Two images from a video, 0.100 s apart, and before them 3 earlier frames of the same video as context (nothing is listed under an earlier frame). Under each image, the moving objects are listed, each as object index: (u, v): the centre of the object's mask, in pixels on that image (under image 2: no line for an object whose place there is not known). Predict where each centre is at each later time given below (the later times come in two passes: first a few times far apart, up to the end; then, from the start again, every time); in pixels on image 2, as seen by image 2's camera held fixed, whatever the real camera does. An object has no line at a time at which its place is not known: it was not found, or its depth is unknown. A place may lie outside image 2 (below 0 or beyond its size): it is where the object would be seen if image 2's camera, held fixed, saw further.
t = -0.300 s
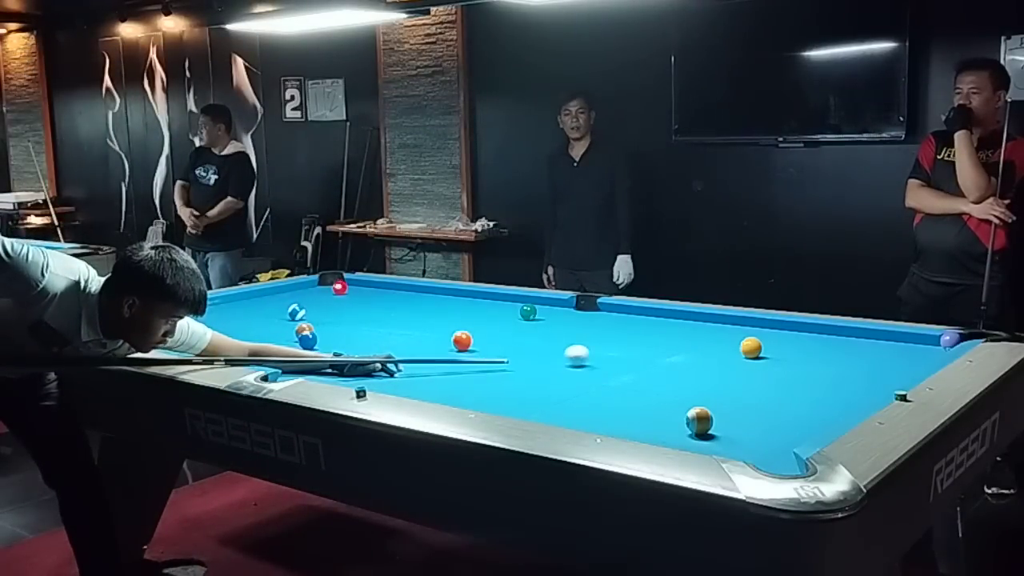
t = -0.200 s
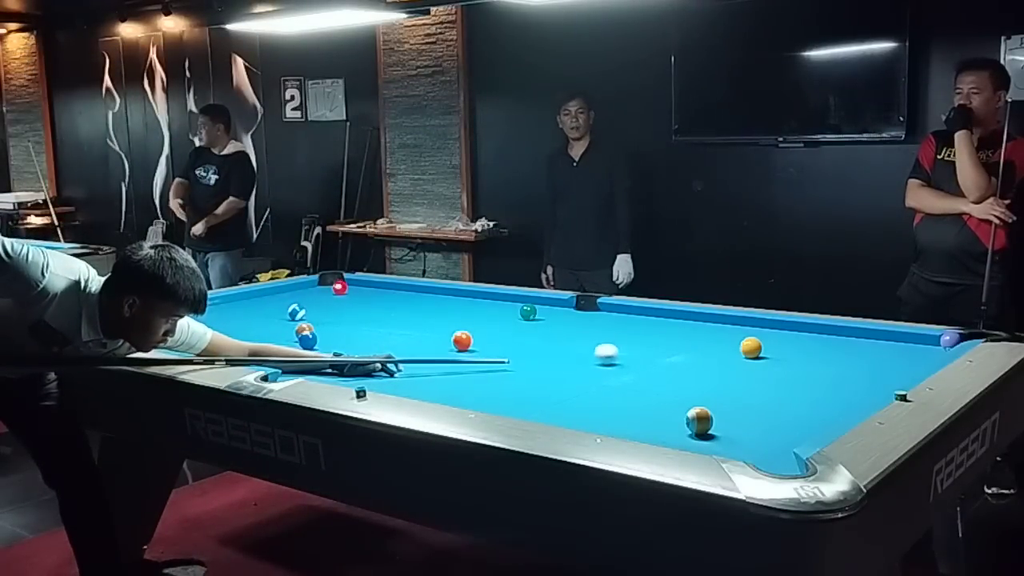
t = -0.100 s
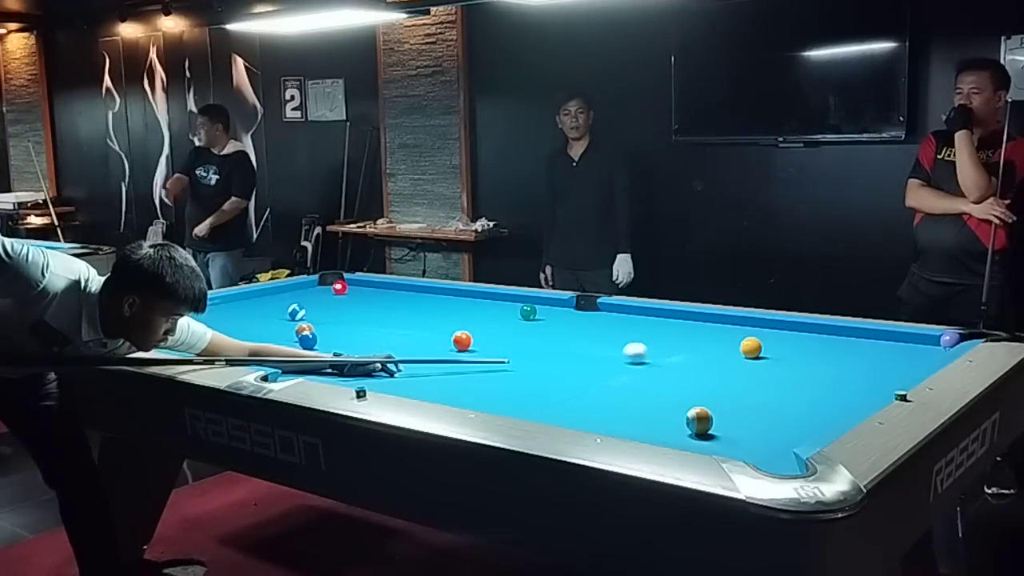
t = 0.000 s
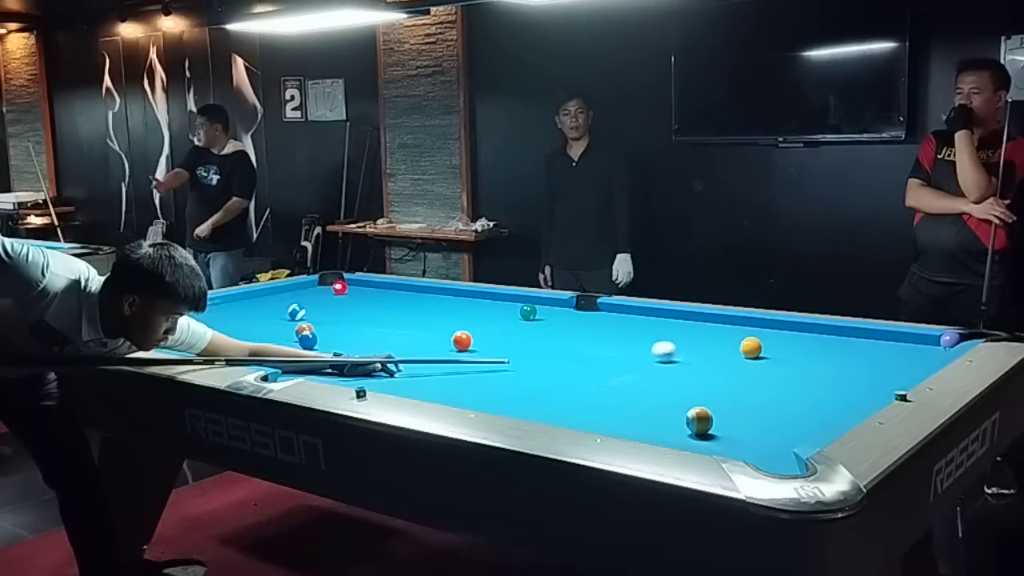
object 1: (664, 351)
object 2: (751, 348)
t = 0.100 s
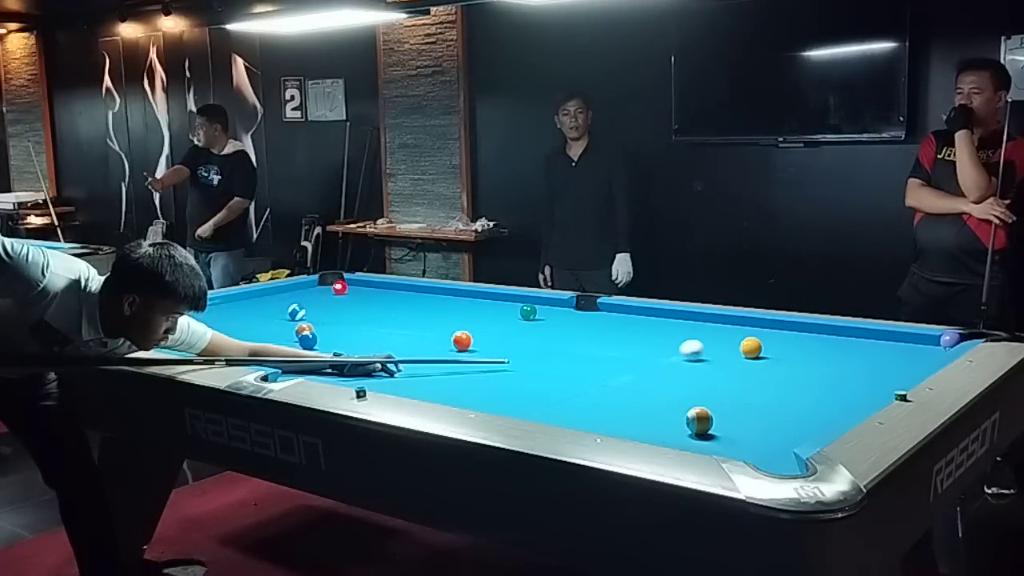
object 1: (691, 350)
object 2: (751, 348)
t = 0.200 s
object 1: (719, 348)
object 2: (751, 348)
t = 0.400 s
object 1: (736, 348)
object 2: (782, 346)
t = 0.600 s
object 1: (746, 347)
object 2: (814, 345)
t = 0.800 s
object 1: (754, 345)
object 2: (846, 344)
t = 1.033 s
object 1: (762, 344)
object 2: (880, 343)
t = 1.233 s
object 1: (767, 344)
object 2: (909, 342)
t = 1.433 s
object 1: (772, 343)
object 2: (931, 341)
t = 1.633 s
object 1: (776, 343)
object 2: (934, 341)
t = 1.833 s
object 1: (779, 342)
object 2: (936, 340)
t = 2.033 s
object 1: (780, 343)
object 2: (939, 340)
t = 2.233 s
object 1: (781, 343)
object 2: (939, 340)
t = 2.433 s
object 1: (781, 343)
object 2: (940, 340)
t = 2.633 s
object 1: (781, 343)
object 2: (940, 340)
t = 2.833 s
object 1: (781, 343)
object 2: (940, 340)
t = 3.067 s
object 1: (780, 343)
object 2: (940, 340)
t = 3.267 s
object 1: (781, 343)
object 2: (940, 340)
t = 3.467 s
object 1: (781, 343)
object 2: (940, 340)
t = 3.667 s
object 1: (781, 343)
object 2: (940, 340)
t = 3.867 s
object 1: (781, 343)
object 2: (940, 340)
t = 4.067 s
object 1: (780, 343)
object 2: (940, 340)
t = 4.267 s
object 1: (780, 343)
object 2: (940, 340)
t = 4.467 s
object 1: (781, 343)
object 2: (940, 340)
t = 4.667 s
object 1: (780, 343)
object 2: (940, 340)
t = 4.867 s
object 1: (781, 343)
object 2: (940, 340)
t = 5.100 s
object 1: (780, 343)
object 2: (940, 340)
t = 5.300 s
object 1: (780, 343)
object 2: (940, 340)
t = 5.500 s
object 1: (780, 343)
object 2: (940, 340)
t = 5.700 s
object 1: (780, 343)
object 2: (940, 340)
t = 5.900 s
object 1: (780, 343)
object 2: (940, 340)
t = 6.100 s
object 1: (781, 343)
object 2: (940, 340)
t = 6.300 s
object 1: (781, 343)
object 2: (940, 340)
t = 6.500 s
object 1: (780, 343)
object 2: (940, 340)
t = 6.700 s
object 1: (780, 343)
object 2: (940, 340)
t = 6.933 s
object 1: (781, 343)
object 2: (940, 340)
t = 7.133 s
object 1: (781, 343)
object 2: (940, 340)
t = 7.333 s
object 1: (781, 343)
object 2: (940, 340)
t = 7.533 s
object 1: (780, 343)
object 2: (940, 340)
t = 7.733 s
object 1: (781, 343)
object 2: (940, 340)
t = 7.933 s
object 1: (780, 343)
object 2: (940, 340)
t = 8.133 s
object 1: (780, 343)
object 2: (940, 340)
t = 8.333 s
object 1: (780, 343)
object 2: (940, 340)
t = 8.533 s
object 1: (780, 343)
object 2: (940, 340)
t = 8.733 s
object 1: (780, 343)
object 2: (940, 340)
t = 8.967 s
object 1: (780, 343)
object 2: (940, 340)
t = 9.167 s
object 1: (780, 343)
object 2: (940, 340)
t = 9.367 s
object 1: (780, 343)
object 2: (940, 340)
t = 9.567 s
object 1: (780, 343)
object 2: (940, 340)
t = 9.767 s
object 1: (780, 343)
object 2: (940, 340)
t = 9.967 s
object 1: (780, 343)
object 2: (940, 340)
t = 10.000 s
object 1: (780, 343)
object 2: (940, 340)
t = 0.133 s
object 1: (701, 349)
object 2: (751, 348)
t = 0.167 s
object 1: (710, 348)
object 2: (751, 347)
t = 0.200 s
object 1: (719, 348)
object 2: (751, 348)
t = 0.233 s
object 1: (728, 348)
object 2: (751, 348)
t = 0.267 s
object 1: (730, 348)
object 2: (757, 347)
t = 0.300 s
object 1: (731, 348)
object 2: (764, 347)
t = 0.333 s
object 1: (733, 348)
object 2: (770, 347)
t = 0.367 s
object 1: (735, 348)
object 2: (776, 347)
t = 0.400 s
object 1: (736, 348)
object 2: (782, 346)
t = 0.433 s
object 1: (738, 347)
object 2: (787, 346)
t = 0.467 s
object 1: (740, 347)
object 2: (793, 346)
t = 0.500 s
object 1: (741, 347)
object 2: (798, 346)
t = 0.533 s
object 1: (743, 347)
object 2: (804, 346)
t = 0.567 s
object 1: (744, 347)
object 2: (809, 346)
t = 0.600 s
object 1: (746, 347)
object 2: (814, 345)
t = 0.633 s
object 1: (747, 346)
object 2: (819, 345)
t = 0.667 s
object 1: (749, 346)
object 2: (825, 345)
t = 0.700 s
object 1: (750, 346)
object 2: (830, 345)
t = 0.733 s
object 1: (751, 346)
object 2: (835, 345)
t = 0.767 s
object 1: (753, 346)
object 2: (840, 344)
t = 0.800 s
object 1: (754, 345)
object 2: (846, 344)
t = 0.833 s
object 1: (755, 345)
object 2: (851, 344)
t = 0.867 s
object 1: (756, 345)
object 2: (856, 344)
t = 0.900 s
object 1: (758, 345)
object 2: (861, 344)
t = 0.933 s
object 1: (758, 345)
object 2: (866, 344)
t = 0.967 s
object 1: (760, 345)
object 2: (871, 343)
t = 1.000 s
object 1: (760, 344)
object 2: (875, 343)
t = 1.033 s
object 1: (762, 344)
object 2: (880, 343)
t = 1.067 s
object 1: (763, 344)
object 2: (885, 343)
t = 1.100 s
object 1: (764, 344)
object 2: (890, 343)
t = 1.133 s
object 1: (765, 344)
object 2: (895, 343)
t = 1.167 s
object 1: (766, 344)
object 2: (900, 343)
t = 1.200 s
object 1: (766, 344)
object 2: (904, 342)
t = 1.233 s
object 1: (767, 344)
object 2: (909, 342)
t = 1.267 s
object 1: (768, 344)
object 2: (914, 342)
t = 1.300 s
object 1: (769, 344)
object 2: (919, 342)
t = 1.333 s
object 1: (770, 343)
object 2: (923, 341)
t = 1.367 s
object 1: (770, 343)
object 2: (927, 342)
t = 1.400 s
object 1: (772, 343)
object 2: (930, 341)
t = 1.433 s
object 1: (772, 343)
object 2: (931, 341)
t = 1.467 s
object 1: (773, 343)
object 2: (931, 341)
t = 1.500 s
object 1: (774, 343)
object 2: (932, 341)
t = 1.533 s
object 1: (775, 343)
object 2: (933, 341)
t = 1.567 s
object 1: (775, 343)
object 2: (933, 341)
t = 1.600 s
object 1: (776, 343)
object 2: (934, 341)
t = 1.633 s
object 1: (776, 343)
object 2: (934, 341)
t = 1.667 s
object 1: (777, 343)
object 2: (935, 341)
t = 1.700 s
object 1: (777, 343)
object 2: (935, 341)
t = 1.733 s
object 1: (778, 343)
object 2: (935, 341)
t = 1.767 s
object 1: (778, 343)
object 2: (936, 340)
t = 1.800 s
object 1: (779, 343)
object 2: (936, 341)
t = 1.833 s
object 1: (779, 342)
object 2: (936, 340)
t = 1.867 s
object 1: (779, 342)
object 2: (937, 340)
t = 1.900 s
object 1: (779, 342)
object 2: (937, 340)
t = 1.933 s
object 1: (780, 343)
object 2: (938, 340)
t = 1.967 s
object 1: (780, 343)
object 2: (938, 340)
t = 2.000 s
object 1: (780, 343)
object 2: (939, 340)
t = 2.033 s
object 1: (780, 343)
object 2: (939, 340)
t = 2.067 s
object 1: (780, 342)
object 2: (939, 340)
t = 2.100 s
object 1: (780, 342)
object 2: (939, 340)
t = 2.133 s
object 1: (781, 343)
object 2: (940, 340)
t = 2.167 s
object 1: (781, 343)
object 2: (939, 340)
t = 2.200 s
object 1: (780, 343)
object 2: (940, 340)
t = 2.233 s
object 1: (781, 343)
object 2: (939, 340)
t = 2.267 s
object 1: (780, 343)
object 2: (940, 340)
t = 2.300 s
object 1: (781, 343)
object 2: (940, 340)
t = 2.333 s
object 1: (780, 343)
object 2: (940, 340)
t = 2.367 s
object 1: (780, 343)
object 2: (940, 340)
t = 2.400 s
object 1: (781, 343)
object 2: (940, 340)
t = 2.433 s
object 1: (781, 343)
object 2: (940, 340)
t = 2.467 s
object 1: (781, 343)
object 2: (940, 340)
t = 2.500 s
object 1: (781, 343)
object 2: (940, 340)
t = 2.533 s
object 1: (781, 343)
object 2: (940, 340)
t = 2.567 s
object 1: (781, 343)
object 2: (940, 340)
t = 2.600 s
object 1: (781, 343)
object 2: (940, 340)
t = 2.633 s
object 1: (781, 343)
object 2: (940, 340)
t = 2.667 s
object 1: (781, 343)
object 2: (940, 340)
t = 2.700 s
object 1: (781, 343)
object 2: (940, 340)
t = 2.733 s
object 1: (781, 343)
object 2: (940, 340)
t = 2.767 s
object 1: (781, 343)
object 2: (940, 340)
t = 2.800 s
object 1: (781, 343)
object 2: (940, 340)
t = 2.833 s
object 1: (781, 343)
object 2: (940, 340)
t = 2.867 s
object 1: (781, 343)
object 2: (940, 340)
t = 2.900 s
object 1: (780, 343)
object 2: (940, 340)
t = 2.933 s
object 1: (781, 343)
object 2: (940, 340)
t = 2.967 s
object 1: (780, 343)
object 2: (940, 340)
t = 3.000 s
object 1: (781, 343)
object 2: (940, 340)
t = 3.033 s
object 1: (781, 343)
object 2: (940, 340)
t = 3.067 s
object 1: (780, 343)
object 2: (940, 340)
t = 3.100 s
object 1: (780, 343)
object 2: (940, 340)
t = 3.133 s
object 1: (780, 343)
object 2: (940, 340)
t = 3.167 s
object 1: (780, 343)
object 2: (940, 340)
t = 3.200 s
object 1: (780, 343)
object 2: (940, 340)
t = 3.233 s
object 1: (781, 343)
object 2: (940, 340)
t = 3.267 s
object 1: (781, 343)
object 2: (940, 340)
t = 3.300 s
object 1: (780, 343)
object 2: (940, 340)
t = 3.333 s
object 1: (780, 343)
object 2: (940, 340)
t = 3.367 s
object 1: (780, 343)
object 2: (940, 340)
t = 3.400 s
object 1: (781, 343)
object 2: (940, 340)
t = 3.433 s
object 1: (781, 343)
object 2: (940, 340)
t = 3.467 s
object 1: (781, 343)
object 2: (940, 340)
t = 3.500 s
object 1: (780, 343)
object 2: (940, 340)
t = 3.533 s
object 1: (781, 343)
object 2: (940, 340)
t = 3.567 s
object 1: (781, 343)
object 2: (940, 340)
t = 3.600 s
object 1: (781, 343)
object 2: (940, 340)
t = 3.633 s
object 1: (781, 343)
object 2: (940, 340)
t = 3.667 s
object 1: (781, 343)
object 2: (940, 340)
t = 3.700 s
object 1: (781, 343)
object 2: (940, 340)
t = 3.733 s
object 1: (781, 343)
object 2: (940, 340)
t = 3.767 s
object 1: (781, 343)
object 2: (940, 340)
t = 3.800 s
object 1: (780, 343)
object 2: (940, 340)
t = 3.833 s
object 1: (781, 343)
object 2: (940, 340)
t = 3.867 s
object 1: (781, 343)
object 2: (940, 340)
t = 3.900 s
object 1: (781, 343)
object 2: (940, 340)
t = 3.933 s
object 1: (781, 343)
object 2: (940, 340)
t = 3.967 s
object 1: (781, 343)
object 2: (940, 340)
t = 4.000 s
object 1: (781, 343)
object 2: (940, 340)
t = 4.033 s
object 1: (780, 343)
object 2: (940, 340)
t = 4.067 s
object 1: (780, 343)
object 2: (940, 340)
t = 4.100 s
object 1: (781, 343)
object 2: (940, 340)
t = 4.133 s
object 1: (780, 343)
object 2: (940, 340)
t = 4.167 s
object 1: (780, 343)
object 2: (940, 340)
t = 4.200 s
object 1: (780, 343)
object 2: (940, 340)
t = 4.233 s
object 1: (780, 343)
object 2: (940, 340)
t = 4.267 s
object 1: (780, 343)
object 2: (940, 340)
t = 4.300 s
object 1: (780, 343)
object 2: (940, 340)
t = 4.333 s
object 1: (780, 343)
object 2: (940, 340)
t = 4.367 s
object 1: (780, 343)
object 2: (940, 340)
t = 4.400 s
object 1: (781, 343)
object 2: (940, 340)
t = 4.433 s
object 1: (780, 343)
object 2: (940, 340)
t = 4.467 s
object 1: (781, 343)
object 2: (940, 340)
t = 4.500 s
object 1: (781, 343)
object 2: (940, 340)
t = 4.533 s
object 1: (781, 343)
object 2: (940, 340)
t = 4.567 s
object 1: (780, 343)
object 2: (940, 340)
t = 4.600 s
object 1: (780, 343)
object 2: (940, 340)
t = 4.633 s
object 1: (780, 343)
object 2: (940, 340)
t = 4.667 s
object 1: (780, 343)
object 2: (940, 340)
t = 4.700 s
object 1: (780, 343)
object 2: (940, 340)
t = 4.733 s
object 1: (780, 343)
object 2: (940, 340)
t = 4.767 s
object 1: (781, 343)
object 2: (940, 340)
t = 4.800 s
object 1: (781, 343)
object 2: (940, 340)
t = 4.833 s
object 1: (781, 343)
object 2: (940, 340)
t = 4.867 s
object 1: (781, 343)
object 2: (940, 340)
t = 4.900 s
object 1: (781, 343)
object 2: (940, 340)
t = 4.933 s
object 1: (780, 343)
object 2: (940, 340)
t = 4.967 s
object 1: (780, 343)
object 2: (940, 340)
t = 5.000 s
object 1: (780, 343)
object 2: (940, 340)
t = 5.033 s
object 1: (780, 343)
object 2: (940, 340)
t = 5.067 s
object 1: (780, 343)
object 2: (940, 340)
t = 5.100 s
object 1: (780, 343)
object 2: (940, 340)
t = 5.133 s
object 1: (780, 343)
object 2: (940, 340)
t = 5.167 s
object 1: (780, 343)
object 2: (940, 340)
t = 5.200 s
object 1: (780, 343)
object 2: (940, 340)
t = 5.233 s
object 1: (780, 343)
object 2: (940, 340)
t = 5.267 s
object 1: (781, 343)
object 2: (940, 340)
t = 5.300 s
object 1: (780, 343)
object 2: (940, 340)
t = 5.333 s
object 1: (781, 343)
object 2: (940, 340)
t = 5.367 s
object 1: (781, 343)
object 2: (940, 340)
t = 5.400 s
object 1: (780, 343)
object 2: (940, 340)
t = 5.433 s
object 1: (780, 343)
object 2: (940, 340)
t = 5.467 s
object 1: (780, 343)
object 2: (940, 340)
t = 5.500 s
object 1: (780, 343)
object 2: (940, 340)
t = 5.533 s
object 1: (781, 343)
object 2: (940, 340)
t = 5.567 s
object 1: (780, 343)
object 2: (940, 340)
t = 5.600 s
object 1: (781, 343)
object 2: (940, 340)
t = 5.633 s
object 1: (781, 343)
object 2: (940, 340)
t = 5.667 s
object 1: (781, 343)
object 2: (940, 340)
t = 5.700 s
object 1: (780, 343)
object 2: (940, 340)
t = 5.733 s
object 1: (781, 343)
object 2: (940, 340)
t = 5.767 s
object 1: (780, 343)
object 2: (940, 340)
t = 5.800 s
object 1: (781, 343)
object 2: (940, 340)
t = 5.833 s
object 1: (781, 343)
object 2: (940, 340)
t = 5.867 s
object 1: (780, 343)
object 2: (940, 340)
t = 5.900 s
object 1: (780, 343)
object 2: (940, 340)
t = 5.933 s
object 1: (780, 343)
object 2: (940, 340)
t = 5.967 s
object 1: (780, 343)
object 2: (940, 340)
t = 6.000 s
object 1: (781, 343)
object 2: (940, 340)
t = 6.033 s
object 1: (781, 343)
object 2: (940, 340)
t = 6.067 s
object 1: (780, 343)
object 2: (940, 340)
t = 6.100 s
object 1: (781, 343)
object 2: (940, 340)
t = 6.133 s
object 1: (780, 343)
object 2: (940, 340)
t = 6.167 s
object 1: (781, 343)
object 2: (940, 340)
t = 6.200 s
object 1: (781, 343)
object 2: (940, 340)
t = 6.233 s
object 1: (780, 343)
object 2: (940, 340)
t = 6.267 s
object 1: (781, 343)
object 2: (940, 340)
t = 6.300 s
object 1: (781, 343)
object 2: (940, 340)
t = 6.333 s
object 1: (781, 343)
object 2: (940, 340)
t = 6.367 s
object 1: (780, 343)
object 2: (940, 340)
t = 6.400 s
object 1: (781, 343)
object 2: (940, 340)
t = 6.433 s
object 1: (781, 343)
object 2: (940, 340)
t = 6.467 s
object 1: (781, 343)
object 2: (940, 340)
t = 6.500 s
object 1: (780, 343)
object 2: (940, 340)
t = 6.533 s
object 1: (781, 343)
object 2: (940, 340)
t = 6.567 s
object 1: (781, 343)
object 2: (940, 340)
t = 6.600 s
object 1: (780, 343)
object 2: (940, 340)
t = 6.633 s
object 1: (781, 343)
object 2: (940, 340)
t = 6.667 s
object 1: (781, 343)
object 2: (940, 340)
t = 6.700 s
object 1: (780, 343)
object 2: (940, 340)
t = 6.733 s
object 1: (781, 343)
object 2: (940, 340)
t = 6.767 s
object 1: (781, 343)
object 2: (940, 340)
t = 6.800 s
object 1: (781, 343)
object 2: (940, 340)
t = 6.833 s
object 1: (781, 343)
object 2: (940, 340)
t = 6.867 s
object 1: (781, 343)
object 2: (940, 340)
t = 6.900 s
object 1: (781, 343)
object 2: (940, 340)
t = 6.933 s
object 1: (781, 343)
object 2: (940, 340)
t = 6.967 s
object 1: (781, 343)
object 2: (940, 340)
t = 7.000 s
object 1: (781, 343)
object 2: (940, 340)
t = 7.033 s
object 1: (780, 343)
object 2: (940, 340)
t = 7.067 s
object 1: (781, 343)
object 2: (940, 340)
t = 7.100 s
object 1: (780, 343)
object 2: (940, 340)
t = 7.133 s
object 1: (781, 343)
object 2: (940, 340)
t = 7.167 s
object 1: (780, 343)
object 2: (940, 340)
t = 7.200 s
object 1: (780, 343)
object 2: (940, 340)
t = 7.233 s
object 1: (780, 343)
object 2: (940, 340)
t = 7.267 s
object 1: (781, 343)
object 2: (940, 340)
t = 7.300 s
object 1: (780, 343)
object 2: (940, 340)
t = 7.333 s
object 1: (781, 343)
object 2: (940, 340)
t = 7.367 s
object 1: (780, 343)
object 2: (940, 340)
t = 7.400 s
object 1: (781, 343)
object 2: (940, 340)
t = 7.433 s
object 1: (781, 343)
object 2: (940, 340)
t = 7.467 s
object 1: (780, 343)
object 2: (940, 340)
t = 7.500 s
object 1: (780, 343)
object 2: (940, 340)
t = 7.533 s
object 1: (780, 343)
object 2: (940, 340)
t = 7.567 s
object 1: (780, 343)
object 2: (940, 340)
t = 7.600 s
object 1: (780, 343)
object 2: (940, 340)
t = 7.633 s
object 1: (780, 343)
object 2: (940, 340)
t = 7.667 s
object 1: (780, 343)
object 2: (940, 340)
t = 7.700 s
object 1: (780, 343)
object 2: (940, 340)
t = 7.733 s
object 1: (781, 343)
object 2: (940, 340)
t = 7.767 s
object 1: (780, 343)
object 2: (940, 340)
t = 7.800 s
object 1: (781, 343)
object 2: (940, 340)
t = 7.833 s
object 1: (781, 343)
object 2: (940, 340)
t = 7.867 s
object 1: (781, 343)
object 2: (940, 340)
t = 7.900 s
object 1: (780, 343)
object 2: (940, 340)
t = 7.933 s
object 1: (780, 343)
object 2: (940, 340)
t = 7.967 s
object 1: (780, 343)
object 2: (940, 340)
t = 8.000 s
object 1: (780, 343)
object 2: (940, 340)
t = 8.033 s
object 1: (780, 343)
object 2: (940, 340)
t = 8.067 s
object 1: (780, 343)
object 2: (940, 340)
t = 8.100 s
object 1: (781, 343)
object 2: (940, 340)
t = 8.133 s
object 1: (780, 343)
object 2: (940, 340)
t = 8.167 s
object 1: (780, 343)
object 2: (940, 340)
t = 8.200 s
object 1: (780, 343)
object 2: (940, 340)
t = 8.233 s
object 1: (781, 343)
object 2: (940, 340)
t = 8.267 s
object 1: (780, 343)
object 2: (940, 340)
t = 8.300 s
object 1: (780, 343)
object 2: (940, 340)
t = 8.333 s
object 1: (780, 343)
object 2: (940, 340)
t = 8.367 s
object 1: (780, 343)
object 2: (940, 340)
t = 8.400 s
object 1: (780, 343)
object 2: (940, 340)
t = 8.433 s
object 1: (780, 343)
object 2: (940, 340)
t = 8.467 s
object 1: (780, 343)
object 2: (940, 340)
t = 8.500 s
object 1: (780, 343)
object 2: (940, 340)
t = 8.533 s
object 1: (780, 343)
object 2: (940, 340)
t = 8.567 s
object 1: (780, 343)
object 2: (940, 340)
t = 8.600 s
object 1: (780, 343)
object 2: (940, 340)
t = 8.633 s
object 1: (780, 343)
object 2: (940, 340)
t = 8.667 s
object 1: (780, 343)
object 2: (940, 340)
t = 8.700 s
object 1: (780, 343)
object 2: (940, 340)
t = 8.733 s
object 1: (780, 343)
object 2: (940, 340)
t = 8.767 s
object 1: (780, 343)
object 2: (940, 340)
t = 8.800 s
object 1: (780, 343)
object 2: (940, 340)
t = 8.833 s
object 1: (780, 343)
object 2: (940, 340)
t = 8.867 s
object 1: (780, 343)
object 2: (940, 340)
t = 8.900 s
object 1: (780, 343)
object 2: (940, 340)
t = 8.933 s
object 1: (780, 343)
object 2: (940, 340)
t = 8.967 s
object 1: (780, 343)
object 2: (940, 340)
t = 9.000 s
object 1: (780, 343)
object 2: (940, 340)
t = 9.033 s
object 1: (780, 343)
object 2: (940, 340)
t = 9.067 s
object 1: (780, 343)
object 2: (940, 340)
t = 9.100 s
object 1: (780, 343)
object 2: (940, 340)
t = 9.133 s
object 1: (780, 343)
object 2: (940, 340)
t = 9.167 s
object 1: (780, 343)
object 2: (940, 340)
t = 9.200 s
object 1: (780, 343)
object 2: (940, 340)
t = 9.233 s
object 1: (780, 343)
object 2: (940, 340)
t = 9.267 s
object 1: (780, 343)
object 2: (940, 340)
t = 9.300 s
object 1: (780, 343)
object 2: (940, 340)
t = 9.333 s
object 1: (781, 343)
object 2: (940, 340)
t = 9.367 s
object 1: (780, 343)
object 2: (940, 340)
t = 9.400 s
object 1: (781, 343)
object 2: (940, 340)
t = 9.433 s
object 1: (780, 343)
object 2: (940, 340)
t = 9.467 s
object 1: (780, 343)
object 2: (940, 340)
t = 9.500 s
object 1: (780, 343)
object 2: (940, 340)
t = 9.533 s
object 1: (780, 343)
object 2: (940, 340)
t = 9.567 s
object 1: (780, 343)
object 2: (940, 340)
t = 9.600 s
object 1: (780, 343)
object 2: (940, 340)
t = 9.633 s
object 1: (780, 343)
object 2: (940, 340)
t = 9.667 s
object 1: (780, 343)
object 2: (940, 340)
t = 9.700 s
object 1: (781, 343)
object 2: (940, 340)
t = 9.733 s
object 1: (780, 343)
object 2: (940, 340)
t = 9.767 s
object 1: (780, 343)
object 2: (940, 340)
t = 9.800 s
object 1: (780, 343)
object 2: (940, 340)
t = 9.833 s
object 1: (780, 343)
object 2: (940, 340)
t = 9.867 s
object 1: (780, 343)
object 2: (940, 340)
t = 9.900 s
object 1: (780, 343)
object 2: (940, 340)
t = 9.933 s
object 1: (780, 343)
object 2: (940, 340)
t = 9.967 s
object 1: (780, 343)
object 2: (940, 340)
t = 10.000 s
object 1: (780, 343)
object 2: (940, 340)
